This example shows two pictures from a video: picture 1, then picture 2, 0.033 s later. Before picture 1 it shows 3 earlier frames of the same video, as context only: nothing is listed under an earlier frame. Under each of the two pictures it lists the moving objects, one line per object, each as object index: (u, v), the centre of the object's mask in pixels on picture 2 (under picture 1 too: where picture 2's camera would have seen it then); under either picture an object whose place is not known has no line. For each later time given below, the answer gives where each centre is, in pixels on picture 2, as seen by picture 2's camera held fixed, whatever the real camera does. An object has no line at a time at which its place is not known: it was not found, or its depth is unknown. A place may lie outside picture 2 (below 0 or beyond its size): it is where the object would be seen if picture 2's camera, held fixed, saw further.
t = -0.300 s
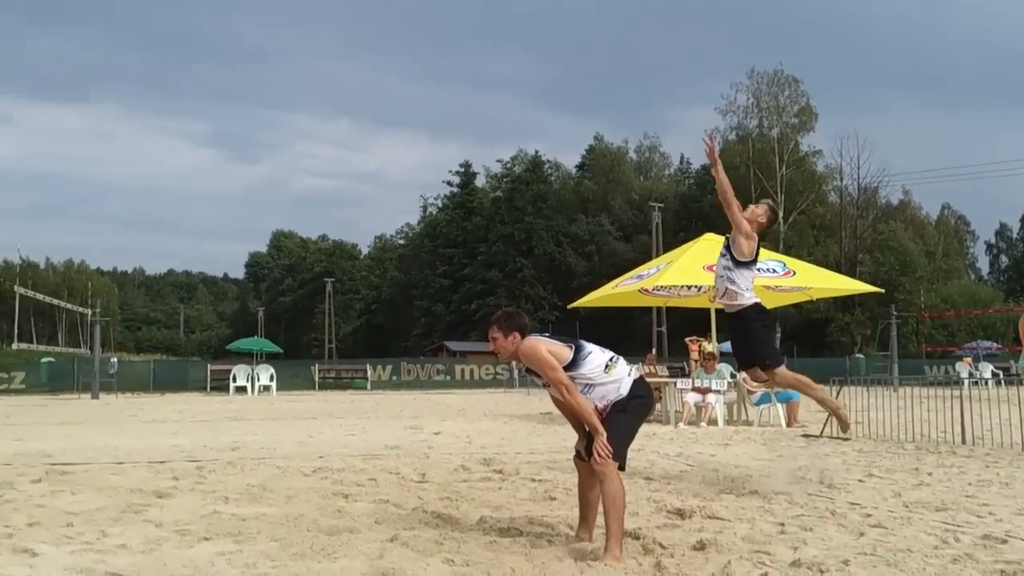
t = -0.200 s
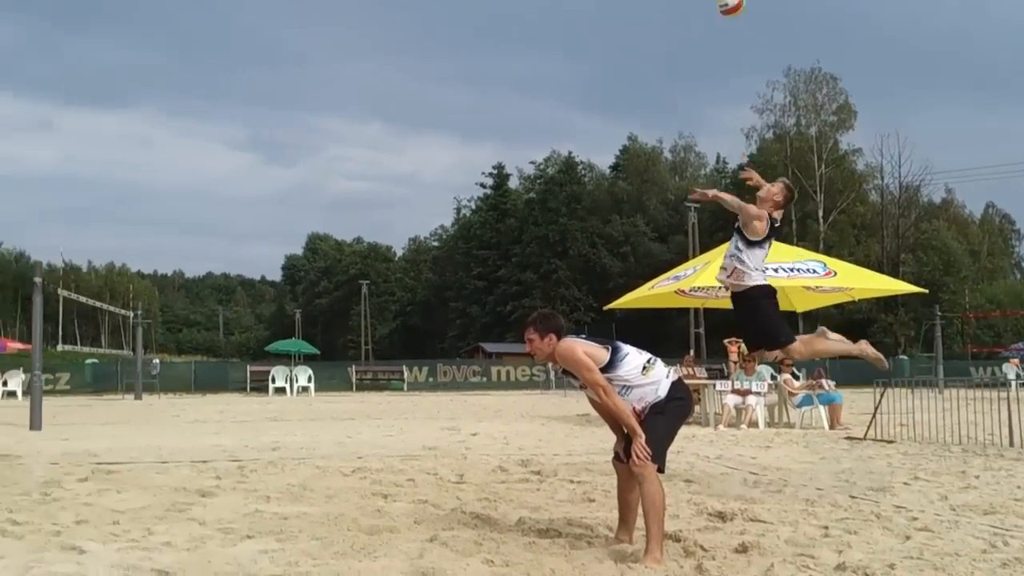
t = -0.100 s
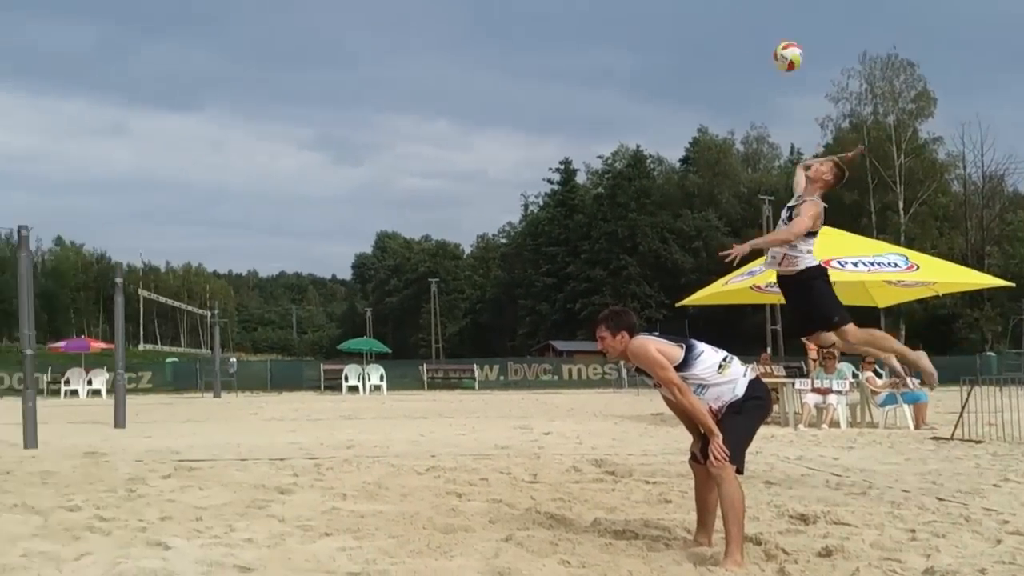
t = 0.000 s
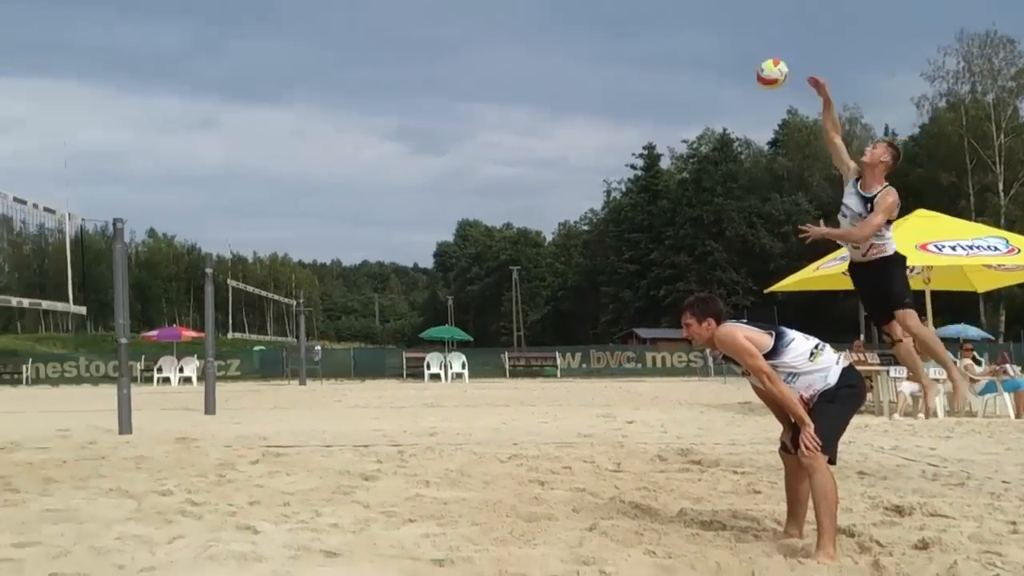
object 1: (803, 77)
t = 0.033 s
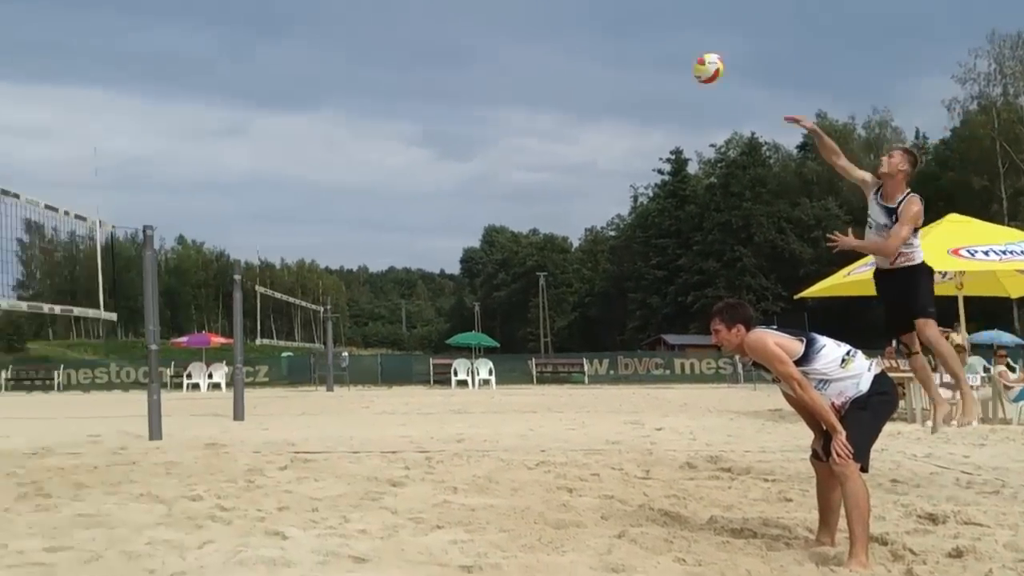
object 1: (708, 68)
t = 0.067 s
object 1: (615, 66)
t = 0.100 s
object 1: (524, 60)
